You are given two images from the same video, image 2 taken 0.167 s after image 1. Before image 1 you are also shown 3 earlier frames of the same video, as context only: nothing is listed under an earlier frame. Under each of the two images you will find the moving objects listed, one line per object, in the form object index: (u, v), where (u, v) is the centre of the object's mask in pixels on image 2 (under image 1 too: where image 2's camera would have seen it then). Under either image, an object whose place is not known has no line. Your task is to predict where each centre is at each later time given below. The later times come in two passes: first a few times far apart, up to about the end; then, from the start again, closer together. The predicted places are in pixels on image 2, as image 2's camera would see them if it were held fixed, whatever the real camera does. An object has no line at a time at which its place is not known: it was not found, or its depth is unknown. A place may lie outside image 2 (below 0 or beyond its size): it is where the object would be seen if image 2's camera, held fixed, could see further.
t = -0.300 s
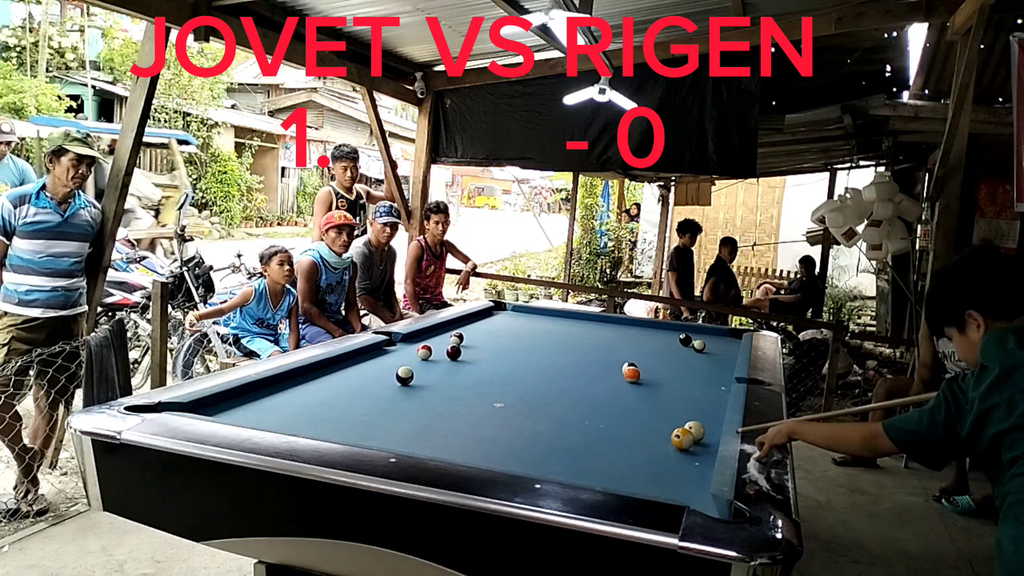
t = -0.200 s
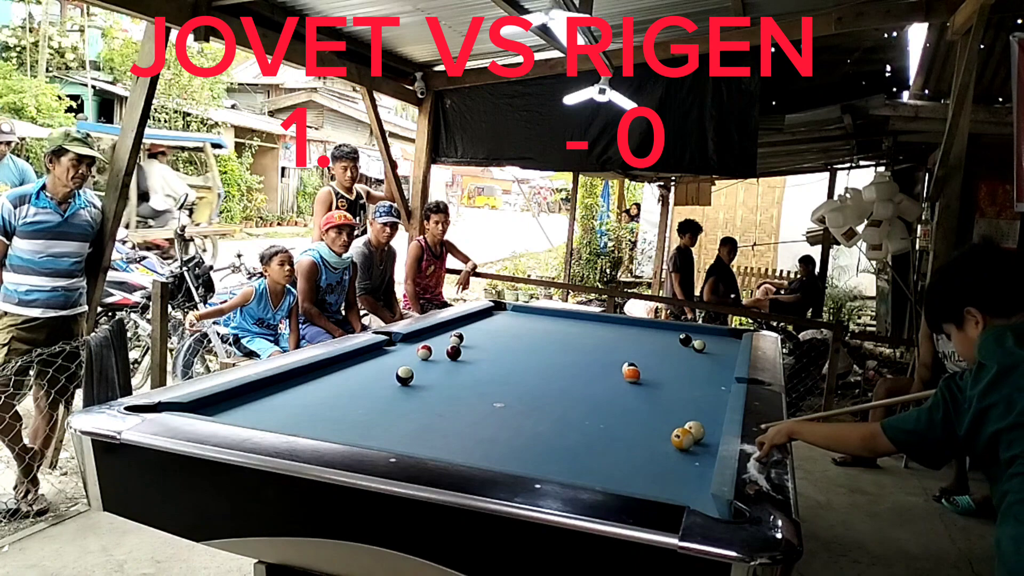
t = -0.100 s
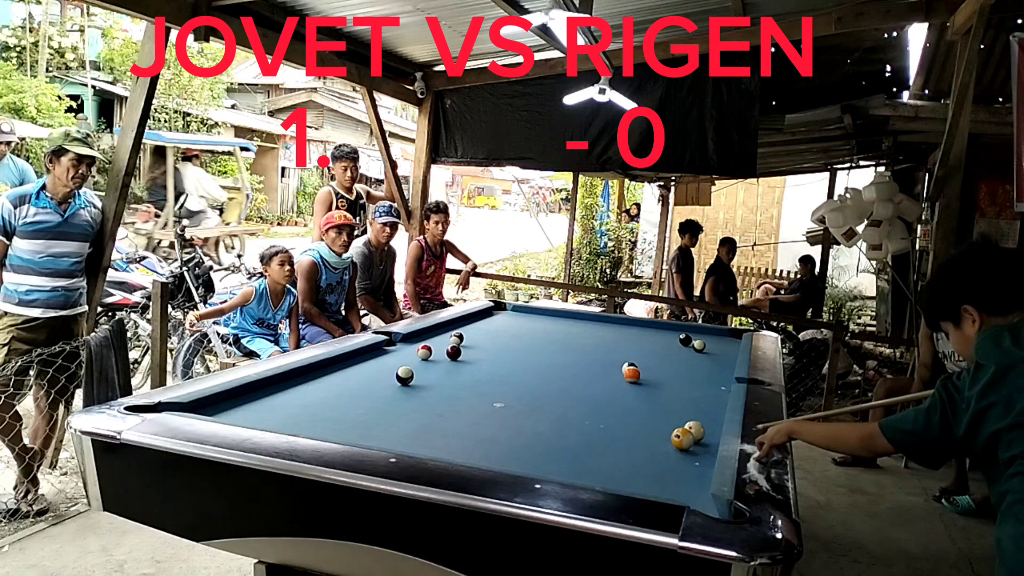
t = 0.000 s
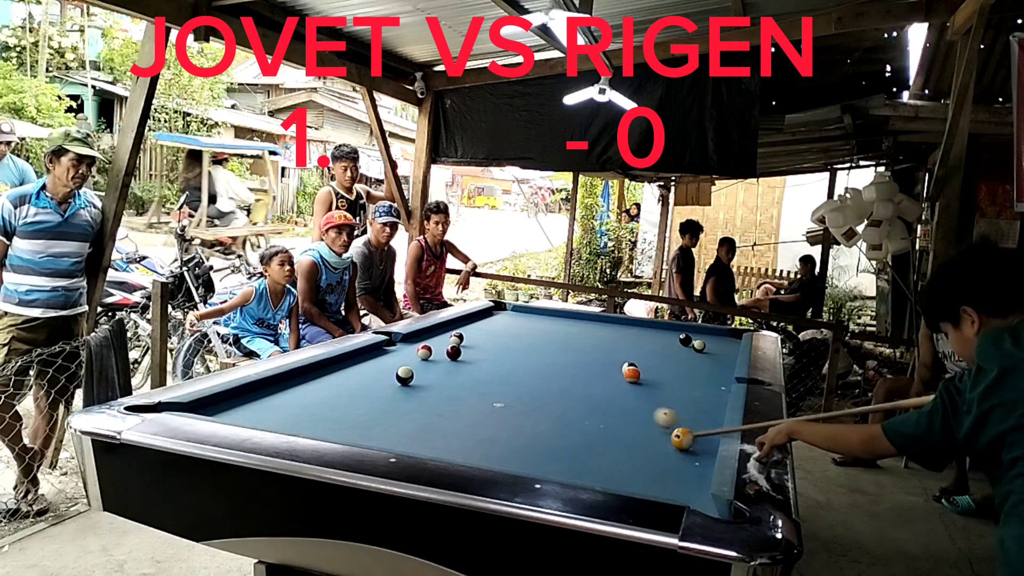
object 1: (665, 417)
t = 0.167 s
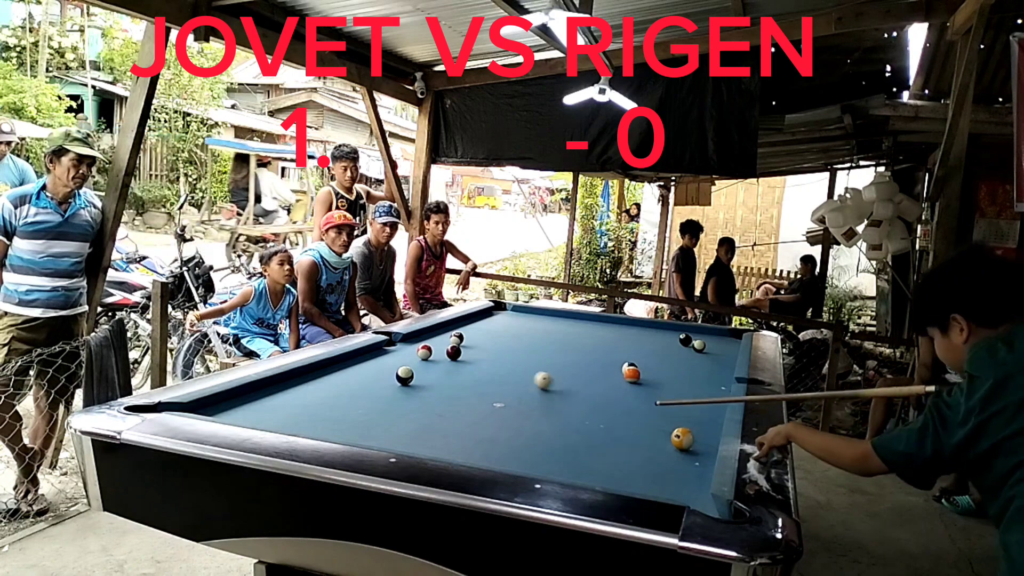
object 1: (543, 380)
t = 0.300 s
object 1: (477, 359)
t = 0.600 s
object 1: (483, 354)
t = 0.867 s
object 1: (500, 354)
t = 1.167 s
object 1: (517, 353)
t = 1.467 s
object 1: (532, 353)
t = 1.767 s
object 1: (545, 352)
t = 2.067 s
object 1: (557, 352)
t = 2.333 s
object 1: (565, 352)
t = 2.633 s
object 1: (573, 352)
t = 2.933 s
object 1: (579, 351)
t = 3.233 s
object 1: (583, 351)
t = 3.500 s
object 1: (585, 351)
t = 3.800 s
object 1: (587, 351)
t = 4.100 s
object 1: (586, 351)
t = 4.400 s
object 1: (586, 351)
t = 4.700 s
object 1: (586, 351)
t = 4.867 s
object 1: (586, 351)
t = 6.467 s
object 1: (587, 351)
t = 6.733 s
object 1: (587, 351)
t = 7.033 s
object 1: (587, 351)
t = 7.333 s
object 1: (587, 351)
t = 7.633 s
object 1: (587, 351)
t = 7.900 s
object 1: (587, 351)
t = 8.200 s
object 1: (587, 351)
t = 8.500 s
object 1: (587, 351)
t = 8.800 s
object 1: (587, 351)
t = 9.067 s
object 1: (587, 351)
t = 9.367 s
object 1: (587, 351)
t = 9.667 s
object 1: (587, 351)
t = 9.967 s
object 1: (587, 351)
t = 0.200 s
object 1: (524, 374)
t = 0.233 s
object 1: (507, 369)
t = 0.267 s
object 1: (492, 364)
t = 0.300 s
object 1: (477, 359)
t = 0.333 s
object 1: (465, 355)
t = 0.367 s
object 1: (467, 355)
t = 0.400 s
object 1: (469, 355)
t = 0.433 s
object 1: (471, 355)
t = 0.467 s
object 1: (474, 355)
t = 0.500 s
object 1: (476, 354)
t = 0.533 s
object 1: (478, 354)
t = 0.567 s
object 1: (481, 354)
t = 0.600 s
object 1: (483, 354)
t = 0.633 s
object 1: (485, 354)
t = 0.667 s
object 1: (487, 354)
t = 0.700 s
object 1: (490, 354)
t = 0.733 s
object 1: (492, 354)
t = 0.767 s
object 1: (494, 354)
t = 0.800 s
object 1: (496, 354)
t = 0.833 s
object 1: (498, 354)
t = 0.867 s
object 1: (500, 354)
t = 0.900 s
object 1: (502, 354)
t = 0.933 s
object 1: (504, 354)
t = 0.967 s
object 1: (506, 354)
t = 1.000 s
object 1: (508, 353)
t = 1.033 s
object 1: (510, 353)
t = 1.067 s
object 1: (512, 353)
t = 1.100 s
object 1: (513, 353)
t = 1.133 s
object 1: (515, 353)
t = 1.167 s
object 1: (517, 353)
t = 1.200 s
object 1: (519, 353)
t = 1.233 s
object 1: (520, 353)
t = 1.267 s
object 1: (522, 353)
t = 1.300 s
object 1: (524, 353)
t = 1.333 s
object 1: (526, 353)
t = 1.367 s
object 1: (527, 353)
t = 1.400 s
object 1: (529, 353)
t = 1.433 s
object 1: (531, 353)
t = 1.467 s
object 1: (532, 353)
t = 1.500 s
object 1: (534, 353)
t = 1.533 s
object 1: (535, 353)
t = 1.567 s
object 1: (537, 353)
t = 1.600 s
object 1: (538, 353)
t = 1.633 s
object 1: (540, 353)
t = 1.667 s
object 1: (541, 353)
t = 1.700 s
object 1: (543, 352)
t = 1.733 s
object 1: (544, 352)
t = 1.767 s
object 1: (545, 352)
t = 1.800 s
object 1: (547, 352)
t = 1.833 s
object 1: (548, 352)
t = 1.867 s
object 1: (549, 352)
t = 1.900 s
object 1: (551, 352)
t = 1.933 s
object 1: (552, 352)
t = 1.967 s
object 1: (553, 352)
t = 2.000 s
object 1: (554, 352)
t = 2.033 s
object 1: (555, 352)
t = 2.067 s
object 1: (557, 352)
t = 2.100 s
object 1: (558, 352)
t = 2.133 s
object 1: (559, 352)
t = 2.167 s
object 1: (560, 352)
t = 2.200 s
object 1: (561, 352)
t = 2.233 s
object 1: (562, 352)
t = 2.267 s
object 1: (563, 352)
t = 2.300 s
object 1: (564, 352)
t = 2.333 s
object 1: (565, 352)
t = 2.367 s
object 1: (566, 352)
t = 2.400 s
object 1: (567, 352)
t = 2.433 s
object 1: (568, 352)
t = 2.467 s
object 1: (569, 352)
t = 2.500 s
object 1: (570, 352)
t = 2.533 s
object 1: (573, 351)
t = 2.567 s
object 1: (571, 352)
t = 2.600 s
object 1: (572, 352)
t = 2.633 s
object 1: (573, 352)
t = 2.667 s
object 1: (573, 352)
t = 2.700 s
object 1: (574, 352)
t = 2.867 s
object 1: (578, 351)
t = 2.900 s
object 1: (578, 351)
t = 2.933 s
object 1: (579, 351)
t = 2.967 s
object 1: (579, 351)
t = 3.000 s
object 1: (580, 351)
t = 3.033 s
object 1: (580, 351)
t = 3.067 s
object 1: (581, 351)
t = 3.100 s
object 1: (581, 351)
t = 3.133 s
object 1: (582, 351)
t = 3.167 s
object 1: (582, 351)
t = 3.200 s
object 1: (582, 351)
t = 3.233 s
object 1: (583, 351)
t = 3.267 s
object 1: (583, 351)
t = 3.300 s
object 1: (584, 351)
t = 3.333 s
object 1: (584, 351)
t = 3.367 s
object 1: (584, 351)
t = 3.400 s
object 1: (585, 351)
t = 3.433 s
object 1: (585, 351)
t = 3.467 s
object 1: (585, 351)
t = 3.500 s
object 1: (585, 351)
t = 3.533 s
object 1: (586, 351)
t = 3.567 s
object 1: (586, 351)
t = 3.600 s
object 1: (586, 351)
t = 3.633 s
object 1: (586, 351)
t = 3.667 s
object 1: (587, 351)
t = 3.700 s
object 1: (587, 351)
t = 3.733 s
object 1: (587, 351)
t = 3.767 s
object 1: (587, 351)
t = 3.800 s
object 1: (587, 351)
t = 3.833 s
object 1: (587, 351)
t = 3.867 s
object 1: (587, 351)
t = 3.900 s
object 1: (587, 351)
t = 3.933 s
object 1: (587, 351)
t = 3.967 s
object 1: (587, 351)
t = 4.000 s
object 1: (587, 351)
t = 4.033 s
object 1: (587, 351)
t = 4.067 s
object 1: (587, 351)
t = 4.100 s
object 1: (586, 351)
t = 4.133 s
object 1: (586, 351)
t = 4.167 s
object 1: (586, 351)
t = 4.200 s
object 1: (587, 351)
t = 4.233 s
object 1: (587, 351)
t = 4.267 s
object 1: (587, 351)
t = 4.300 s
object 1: (587, 351)
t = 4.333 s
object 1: (586, 351)
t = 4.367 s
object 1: (586, 351)
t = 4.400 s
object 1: (586, 351)
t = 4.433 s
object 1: (586, 351)
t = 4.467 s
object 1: (586, 351)
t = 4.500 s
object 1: (586, 351)
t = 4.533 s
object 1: (586, 351)
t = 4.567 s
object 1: (586, 351)
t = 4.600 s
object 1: (586, 351)
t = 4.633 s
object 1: (586, 351)
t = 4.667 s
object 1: (586, 351)
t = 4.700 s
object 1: (586, 351)
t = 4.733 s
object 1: (586, 351)
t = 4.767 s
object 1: (586, 351)
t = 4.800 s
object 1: (587, 351)
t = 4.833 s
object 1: (587, 351)
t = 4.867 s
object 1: (586, 351)
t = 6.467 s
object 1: (587, 351)
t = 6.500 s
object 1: (587, 351)
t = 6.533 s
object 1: (587, 351)
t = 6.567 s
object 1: (587, 351)
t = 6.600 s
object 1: (587, 351)
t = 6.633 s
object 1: (587, 351)
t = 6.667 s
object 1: (587, 351)
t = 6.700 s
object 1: (587, 351)
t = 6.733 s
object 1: (587, 351)
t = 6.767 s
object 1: (587, 351)
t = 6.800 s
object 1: (587, 351)
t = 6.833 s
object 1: (587, 351)
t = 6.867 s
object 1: (587, 351)
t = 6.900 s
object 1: (587, 351)
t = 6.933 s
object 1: (587, 351)
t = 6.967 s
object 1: (587, 351)
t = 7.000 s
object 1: (587, 351)
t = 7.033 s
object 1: (587, 351)
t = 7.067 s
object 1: (587, 351)
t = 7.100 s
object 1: (587, 351)
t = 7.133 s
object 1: (587, 351)
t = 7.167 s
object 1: (587, 351)
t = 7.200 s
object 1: (587, 351)
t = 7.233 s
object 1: (587, 351)
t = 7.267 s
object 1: (587, 351)
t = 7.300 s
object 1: (587, 351)
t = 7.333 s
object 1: (587, 351)
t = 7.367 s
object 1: (587, 351)
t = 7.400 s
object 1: (587, 351)
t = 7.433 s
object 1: (587, 351)
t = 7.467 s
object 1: (587, 351)
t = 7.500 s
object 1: (587, 351)
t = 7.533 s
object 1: (587, 351)
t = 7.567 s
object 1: (587, 351)
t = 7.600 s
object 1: (587, 351)
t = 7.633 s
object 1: (587, 351)
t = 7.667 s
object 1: (587, 351)
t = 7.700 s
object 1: (587, 351)
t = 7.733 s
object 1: (587, 351)
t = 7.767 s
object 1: (587, 351)
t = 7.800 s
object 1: (587, 351)
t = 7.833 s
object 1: (587, 351)
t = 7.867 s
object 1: (587, 351)
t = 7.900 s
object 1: (587, 351)
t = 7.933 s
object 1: (587, 351)
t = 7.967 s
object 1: (587, 351)
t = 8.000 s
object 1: (587, 351)
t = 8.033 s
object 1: (587, 351)
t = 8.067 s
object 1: (587, 351)
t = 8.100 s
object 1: (587, 351)
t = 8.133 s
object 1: (587, 351)
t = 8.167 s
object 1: (587, 351)
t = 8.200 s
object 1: (587, 351)
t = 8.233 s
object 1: (587, 351)
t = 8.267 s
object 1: (587, 351)
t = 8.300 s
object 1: (587, 351)
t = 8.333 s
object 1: (587, 351)
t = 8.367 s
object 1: (587, 351)
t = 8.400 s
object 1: (587, 351)
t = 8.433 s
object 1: (587, 351)
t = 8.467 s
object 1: (587, 351)
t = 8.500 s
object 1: (587, 351)
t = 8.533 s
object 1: (587, 351)
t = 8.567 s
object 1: (587, 351)
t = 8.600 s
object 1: (587, 351)
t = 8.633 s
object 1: (587, 351)
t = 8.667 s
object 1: (587, 351)
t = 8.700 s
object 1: (587, 351)
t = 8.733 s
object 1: (587, 351)
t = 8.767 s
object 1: (587, 351)
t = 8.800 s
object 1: (587, 351)
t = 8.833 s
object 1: (587, 351)
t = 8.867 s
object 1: (587, 351)
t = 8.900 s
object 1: (587, 351)
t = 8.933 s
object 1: (587, 351)
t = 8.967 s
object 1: (587, 351)
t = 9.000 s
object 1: (587, 351)
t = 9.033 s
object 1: (587, 351)
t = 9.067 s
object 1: (587, 351)
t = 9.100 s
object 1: (587, 351)
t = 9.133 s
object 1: (587, 351)
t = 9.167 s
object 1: (587, 351)
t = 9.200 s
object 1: (587, 351)
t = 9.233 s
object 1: (587, 351)
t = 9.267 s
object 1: (587, 351)
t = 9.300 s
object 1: (587, 351)
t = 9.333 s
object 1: (587, 351)
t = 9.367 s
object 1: (587, 351)
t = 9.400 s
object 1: (587, 351)
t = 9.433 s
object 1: (587, 351)
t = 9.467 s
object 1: (587, 351)
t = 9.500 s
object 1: (587, 351)
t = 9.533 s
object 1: (587, 351)
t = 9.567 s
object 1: (587, 351)
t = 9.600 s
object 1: (587, 351)
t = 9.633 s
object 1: (587, 351)
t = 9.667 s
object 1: (587, 351)
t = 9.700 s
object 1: (587, 351)
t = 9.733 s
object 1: (587, 351)
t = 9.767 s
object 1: (587, 351)
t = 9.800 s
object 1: (587, 351)
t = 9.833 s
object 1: (587, 351)
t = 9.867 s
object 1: (587, 351)
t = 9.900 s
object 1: (587, 351)
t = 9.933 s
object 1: (587, 351)
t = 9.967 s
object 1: (587, 351)
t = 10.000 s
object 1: (587, 351)
